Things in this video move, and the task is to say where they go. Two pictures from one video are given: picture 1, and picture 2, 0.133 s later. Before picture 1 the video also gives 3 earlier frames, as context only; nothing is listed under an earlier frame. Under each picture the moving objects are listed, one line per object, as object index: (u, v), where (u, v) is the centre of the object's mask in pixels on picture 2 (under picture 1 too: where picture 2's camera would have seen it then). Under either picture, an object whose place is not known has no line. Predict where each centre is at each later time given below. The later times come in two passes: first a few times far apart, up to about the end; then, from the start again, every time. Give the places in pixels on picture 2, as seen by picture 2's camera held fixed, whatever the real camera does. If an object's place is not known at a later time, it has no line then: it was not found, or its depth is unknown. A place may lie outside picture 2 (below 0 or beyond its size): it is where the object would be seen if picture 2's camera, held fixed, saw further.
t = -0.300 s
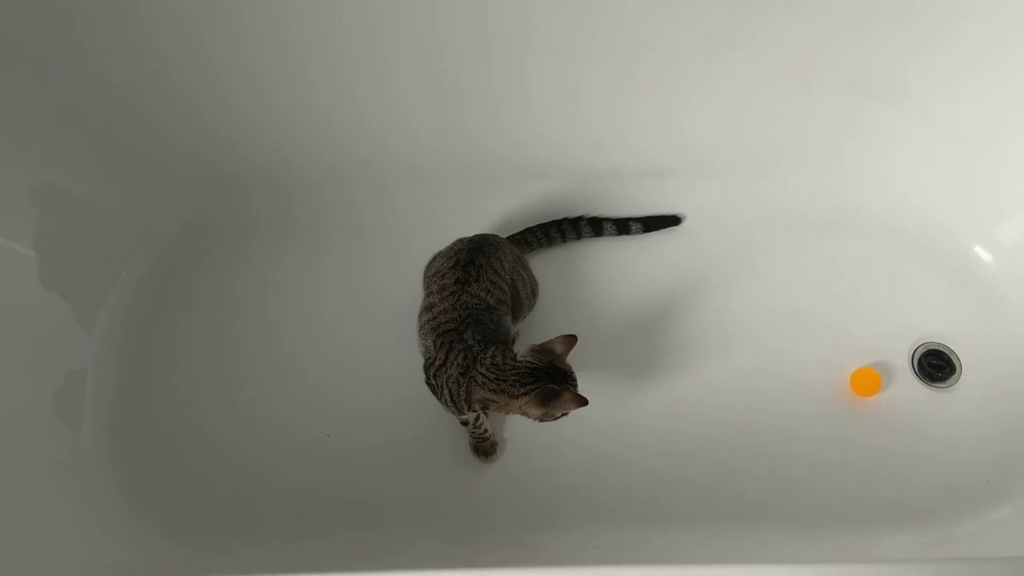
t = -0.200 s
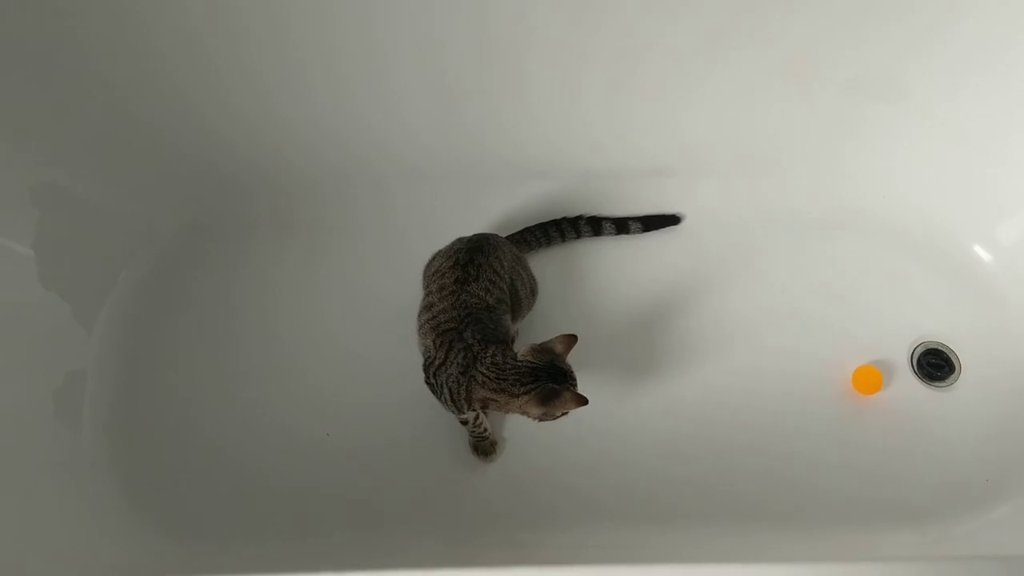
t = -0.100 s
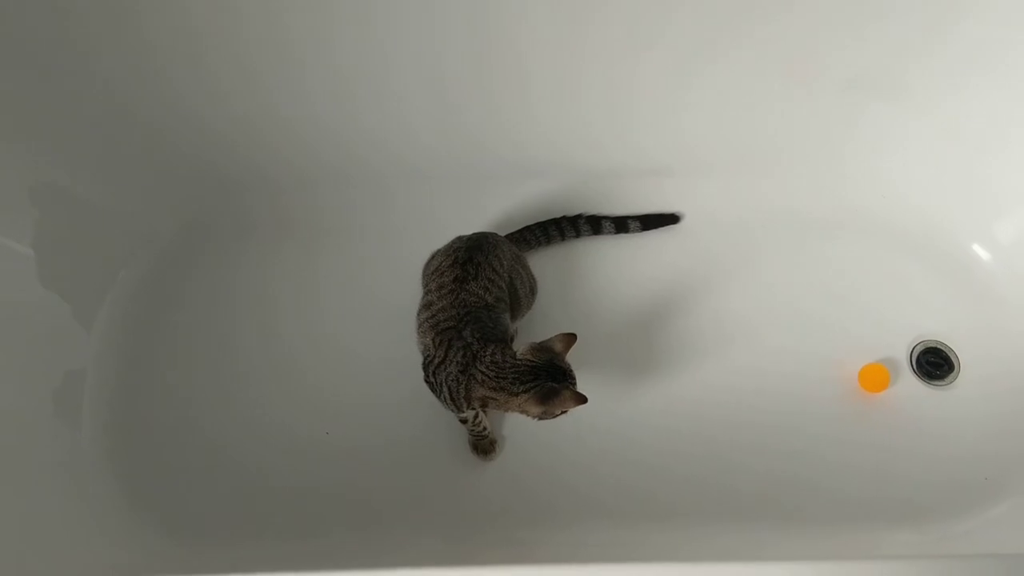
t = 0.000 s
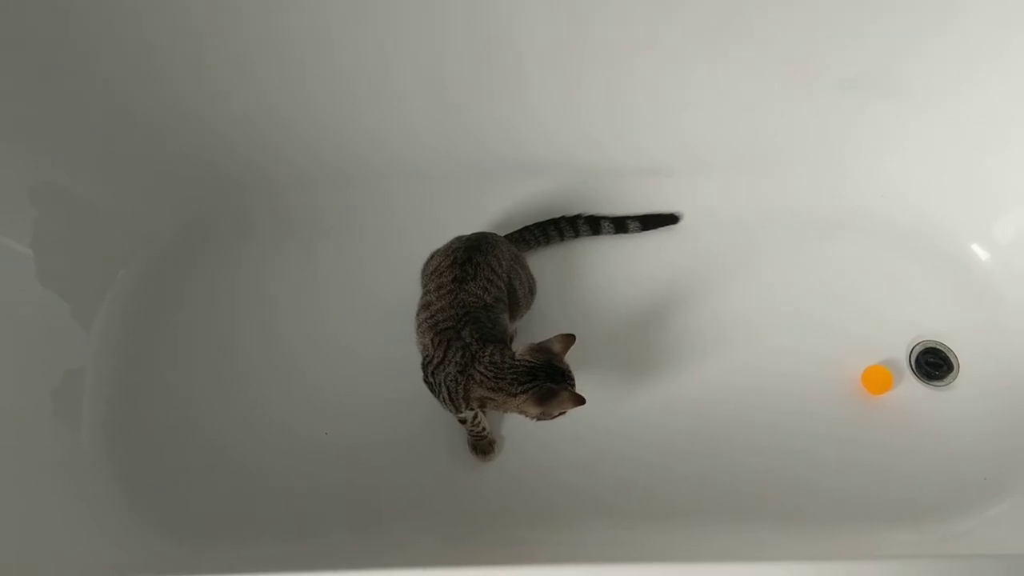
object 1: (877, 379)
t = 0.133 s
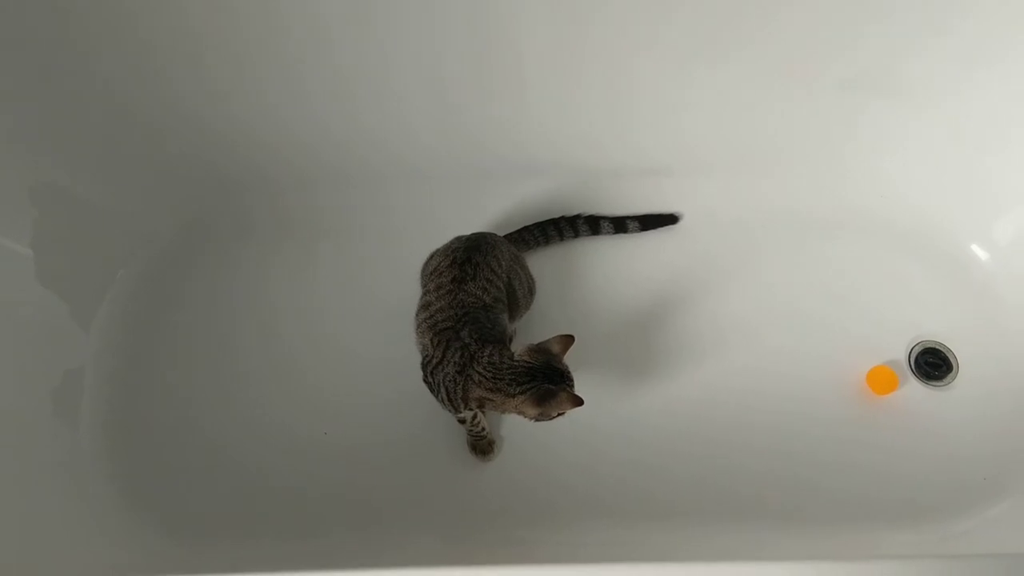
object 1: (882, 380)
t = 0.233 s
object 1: (888, 380)
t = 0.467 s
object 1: (910, 380)
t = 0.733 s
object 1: (939, 386)
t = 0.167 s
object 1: (884, 380)
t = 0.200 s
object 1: (885, 380)
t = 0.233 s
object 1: (888, 380)
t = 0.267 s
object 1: (890, 380)
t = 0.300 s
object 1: (893, 380)
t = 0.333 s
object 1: (895, 381)
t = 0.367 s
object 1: (898, 381)
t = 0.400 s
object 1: (901, 381)
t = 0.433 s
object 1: (906, 381)
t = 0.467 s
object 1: (910, 380)
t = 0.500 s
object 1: (913, 380)
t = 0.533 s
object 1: (918, 379)
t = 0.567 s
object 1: (924, 379)
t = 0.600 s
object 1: (926, 381)
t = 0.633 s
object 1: (929, 382)
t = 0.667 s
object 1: (931, 383)
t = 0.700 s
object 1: (935, 385)
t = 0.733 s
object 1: (939, 386)
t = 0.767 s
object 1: (942, 387)
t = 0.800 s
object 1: (945, 388)
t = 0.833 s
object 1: (949, 388)
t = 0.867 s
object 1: (953, 387)
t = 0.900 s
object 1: (957, 386)
